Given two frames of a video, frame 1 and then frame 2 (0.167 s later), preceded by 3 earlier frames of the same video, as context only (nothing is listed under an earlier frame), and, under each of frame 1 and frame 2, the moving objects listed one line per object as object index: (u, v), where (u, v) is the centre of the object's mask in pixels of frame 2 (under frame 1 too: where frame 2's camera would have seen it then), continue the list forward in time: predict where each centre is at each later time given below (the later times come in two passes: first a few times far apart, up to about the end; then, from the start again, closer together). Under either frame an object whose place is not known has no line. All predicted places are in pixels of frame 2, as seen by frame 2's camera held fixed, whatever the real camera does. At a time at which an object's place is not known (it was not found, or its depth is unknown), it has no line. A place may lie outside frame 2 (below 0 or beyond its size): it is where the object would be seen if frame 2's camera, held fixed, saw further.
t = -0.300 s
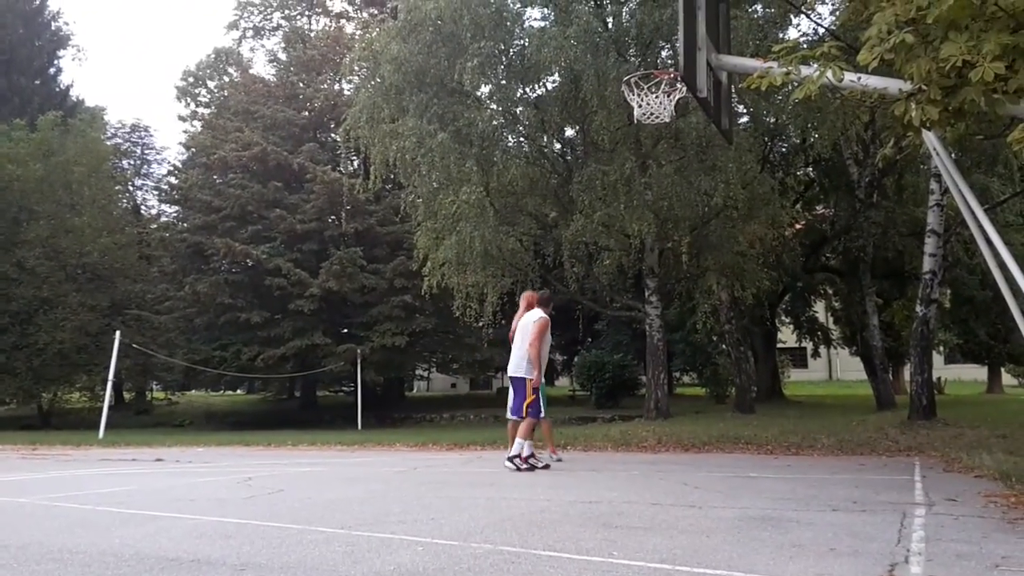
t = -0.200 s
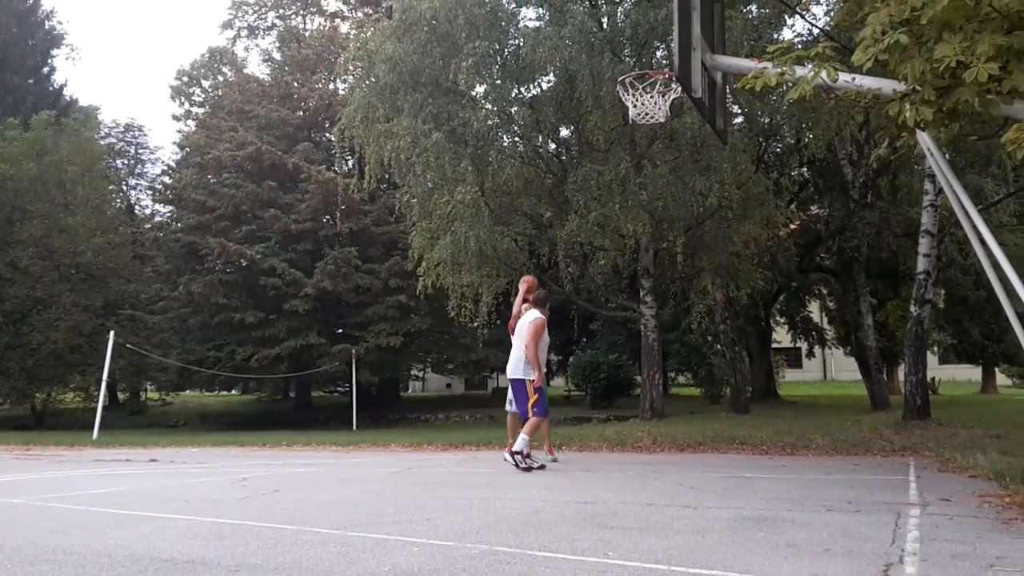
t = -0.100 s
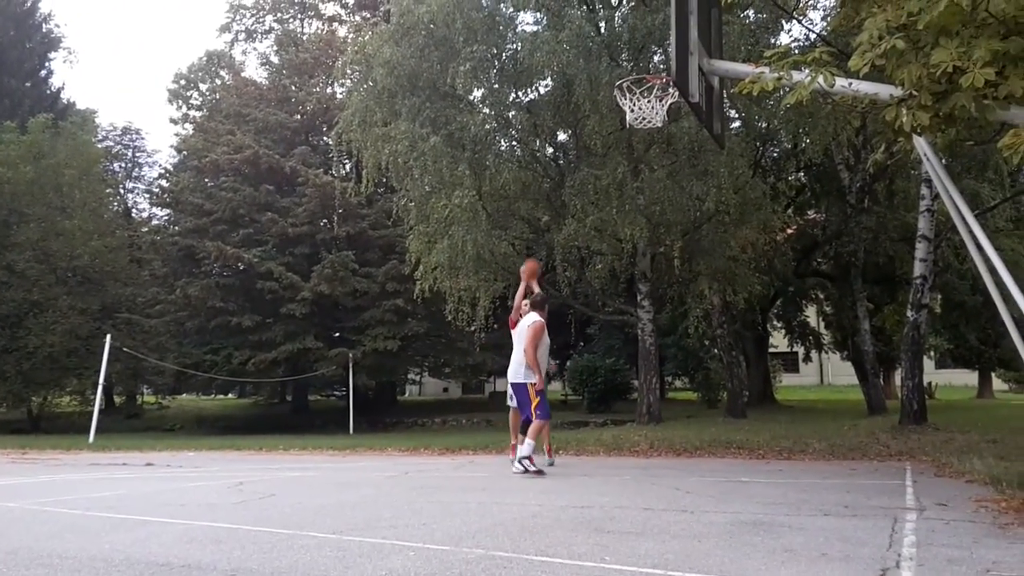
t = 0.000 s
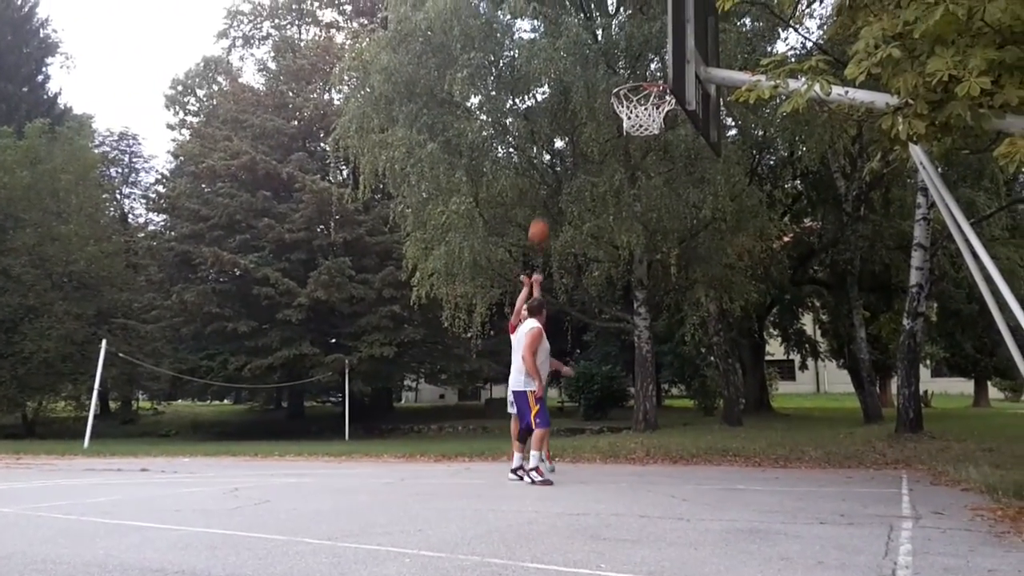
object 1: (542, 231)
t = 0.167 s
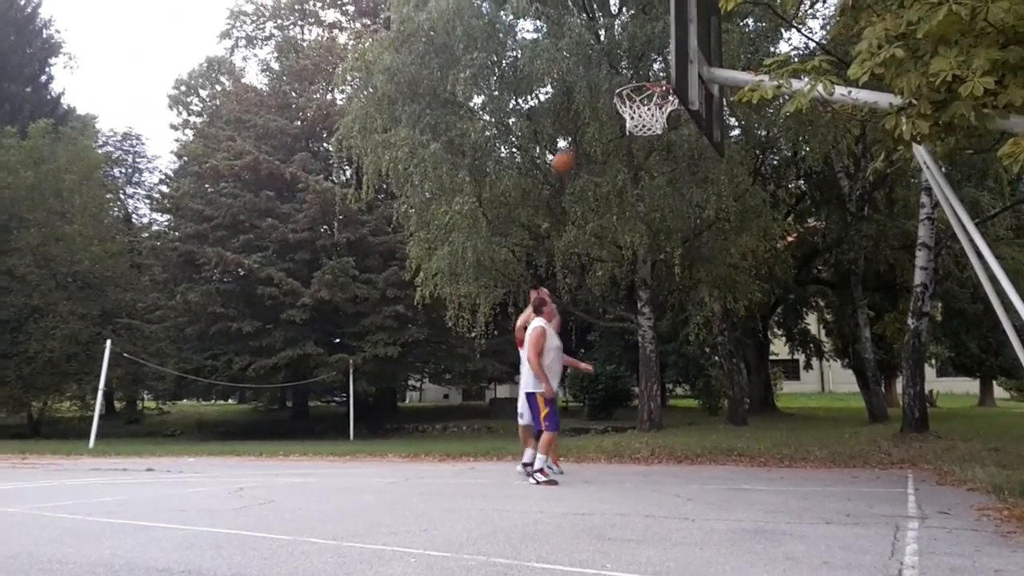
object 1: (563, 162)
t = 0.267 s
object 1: (578, 125)
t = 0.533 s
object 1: (625, 61)
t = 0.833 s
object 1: (663, 68)
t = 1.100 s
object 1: (656, 154)
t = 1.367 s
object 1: (696, 294)
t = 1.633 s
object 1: (741, 463)
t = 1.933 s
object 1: (779, 323)
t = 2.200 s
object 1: (816, 299)
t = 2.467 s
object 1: (856, 358)
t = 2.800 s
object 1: (907, 449)
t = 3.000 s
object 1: (923, 392)
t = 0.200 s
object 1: (568, 150)
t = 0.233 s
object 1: (574, 136)
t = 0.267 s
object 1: (578, 125)
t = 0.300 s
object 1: (584, 115)
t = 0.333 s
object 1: (588, 107)
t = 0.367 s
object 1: (593, 100)
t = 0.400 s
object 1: (600, 88)
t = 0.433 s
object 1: (607, 82)
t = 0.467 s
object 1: (613, 73)
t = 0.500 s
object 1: (618, 67)
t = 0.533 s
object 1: (625, 61)
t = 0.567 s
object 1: (633, 58)
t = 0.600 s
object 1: (642, 55)
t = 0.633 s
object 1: (650, 52)
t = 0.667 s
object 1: (658, 51)
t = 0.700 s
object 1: (663, 51)
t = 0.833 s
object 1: (663, 68)
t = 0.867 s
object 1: (657, 76)
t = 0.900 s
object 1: (646, 78)
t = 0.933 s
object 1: (636, 98)
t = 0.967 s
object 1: (644, 129)
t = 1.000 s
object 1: (642, 132)
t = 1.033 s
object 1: (647, 136)
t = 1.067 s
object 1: (651, 144)
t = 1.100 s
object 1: (656, 154)
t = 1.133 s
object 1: (660, 167)
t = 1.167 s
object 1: (664, 180)
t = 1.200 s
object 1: (670, 195)
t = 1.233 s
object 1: (675, 213)
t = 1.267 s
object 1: (680, 230)
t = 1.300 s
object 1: (685, 250)
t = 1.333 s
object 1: (691, 272)
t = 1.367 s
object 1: (696, 294)
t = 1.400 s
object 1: (702, 320)
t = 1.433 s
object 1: (707, 348)
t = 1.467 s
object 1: (712, 376)
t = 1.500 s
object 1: (718, 404)
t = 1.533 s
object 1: (723, 434)
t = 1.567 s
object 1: (732, 470)
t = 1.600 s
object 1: (738, 486)
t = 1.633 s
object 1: (741, 463)
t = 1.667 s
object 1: (746, 441)
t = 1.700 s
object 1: (748, 419)
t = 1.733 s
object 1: (751, 402)
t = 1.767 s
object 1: (754, 385)
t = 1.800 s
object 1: (758, 371)
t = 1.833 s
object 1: (764, 357)
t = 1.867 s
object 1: (769, 344)
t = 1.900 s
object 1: (773, 333)
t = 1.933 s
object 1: (779, 323)
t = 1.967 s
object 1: (783, 317)
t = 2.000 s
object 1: (787, 311)
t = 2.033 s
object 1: (791, 305)
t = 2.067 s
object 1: (796, 301)
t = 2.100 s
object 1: (801, 298)
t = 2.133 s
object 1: (803, 297)
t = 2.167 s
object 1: (809, 297)
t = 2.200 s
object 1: (816, 299)
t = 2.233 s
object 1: (822, 302)
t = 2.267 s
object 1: (828, 304)
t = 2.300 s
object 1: (832, 311)
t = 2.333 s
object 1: (836, 317)
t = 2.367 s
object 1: (840, 325)
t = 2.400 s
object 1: (846, 335)
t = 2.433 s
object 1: (853, 347)
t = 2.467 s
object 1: (856, 358)
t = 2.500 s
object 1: (864, 372)
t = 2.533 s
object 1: (871, 388)
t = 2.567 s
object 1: (875, 403)
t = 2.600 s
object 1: (881, 421)
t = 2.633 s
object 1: (888, 443)
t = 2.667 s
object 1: (892, 462)
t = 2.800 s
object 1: (907, 449)
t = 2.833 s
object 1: (911, 435)
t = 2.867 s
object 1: (914, 424)
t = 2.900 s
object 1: (915, 416)
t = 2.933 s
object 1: (917, 405)
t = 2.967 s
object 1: (919, 399)
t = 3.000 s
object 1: (923, 392)
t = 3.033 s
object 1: (924, 387)
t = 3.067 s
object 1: (924, 384)
